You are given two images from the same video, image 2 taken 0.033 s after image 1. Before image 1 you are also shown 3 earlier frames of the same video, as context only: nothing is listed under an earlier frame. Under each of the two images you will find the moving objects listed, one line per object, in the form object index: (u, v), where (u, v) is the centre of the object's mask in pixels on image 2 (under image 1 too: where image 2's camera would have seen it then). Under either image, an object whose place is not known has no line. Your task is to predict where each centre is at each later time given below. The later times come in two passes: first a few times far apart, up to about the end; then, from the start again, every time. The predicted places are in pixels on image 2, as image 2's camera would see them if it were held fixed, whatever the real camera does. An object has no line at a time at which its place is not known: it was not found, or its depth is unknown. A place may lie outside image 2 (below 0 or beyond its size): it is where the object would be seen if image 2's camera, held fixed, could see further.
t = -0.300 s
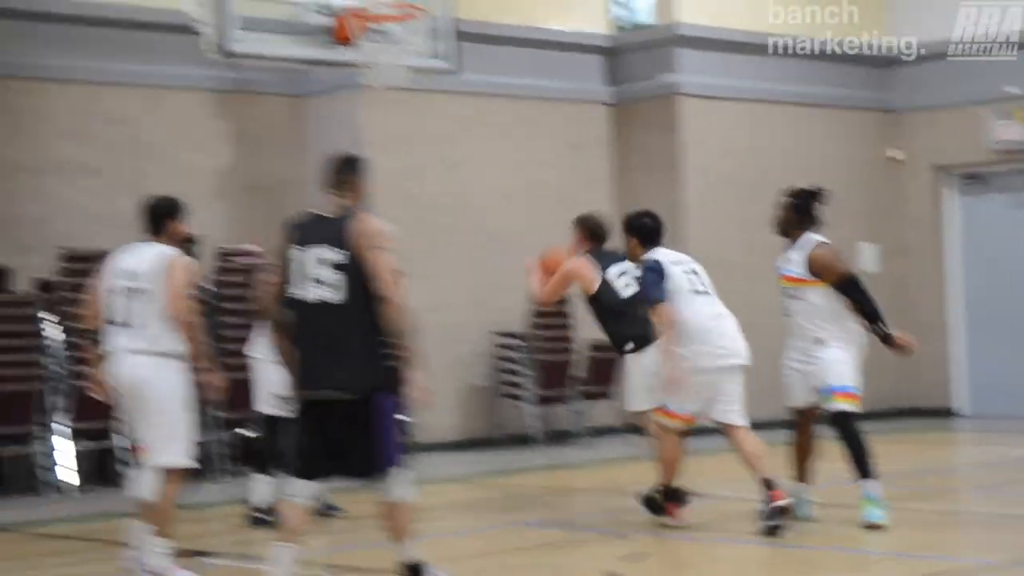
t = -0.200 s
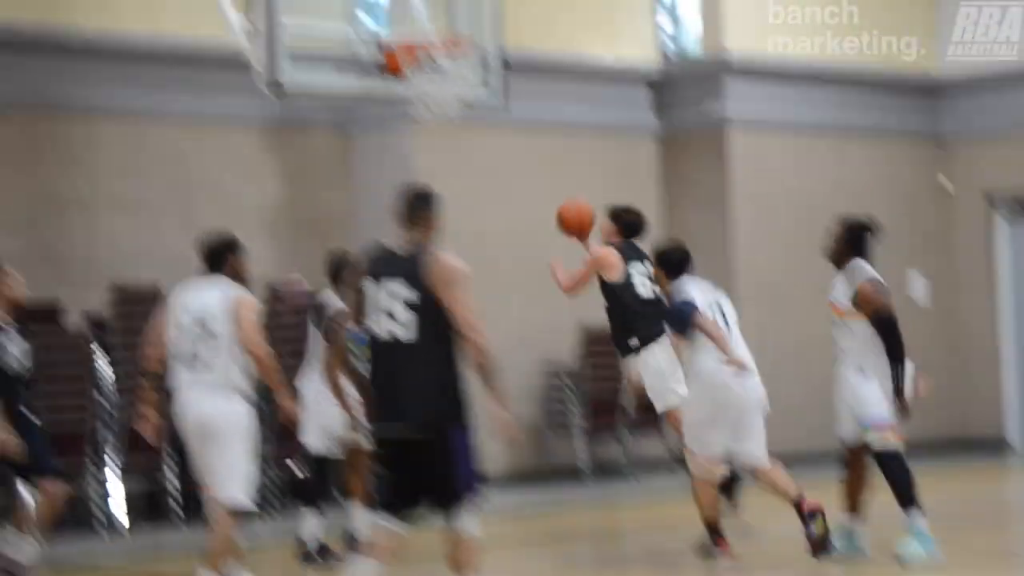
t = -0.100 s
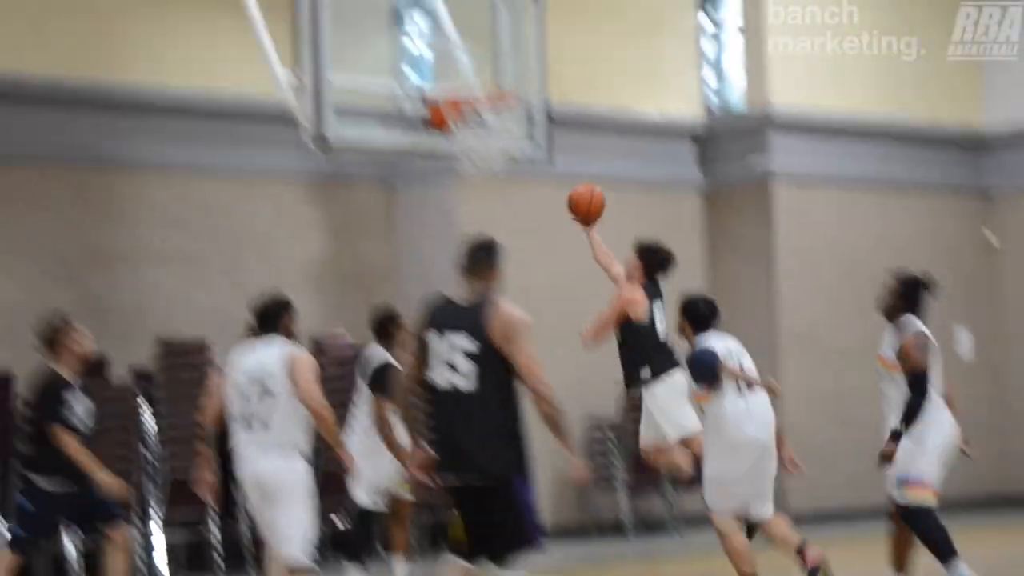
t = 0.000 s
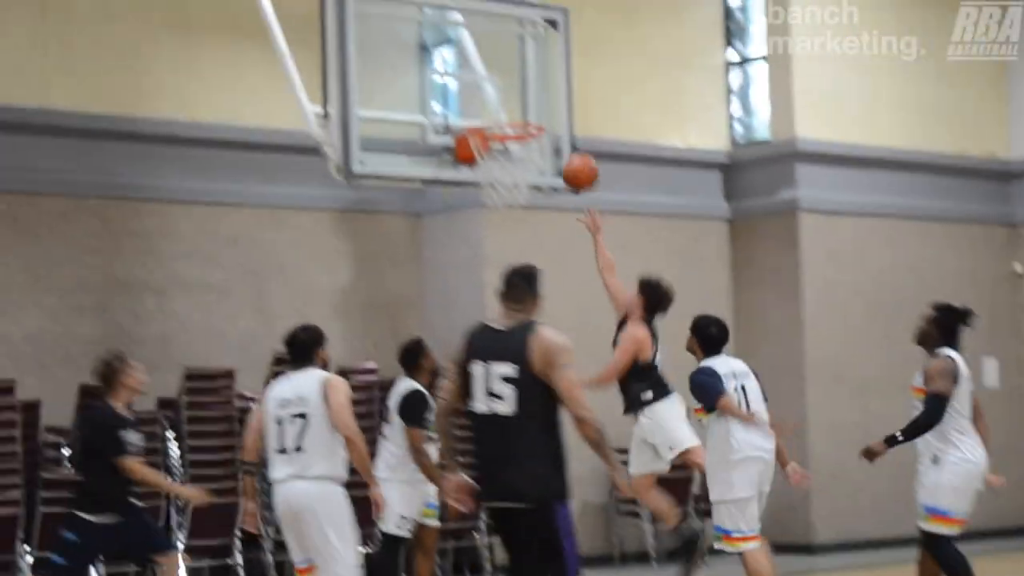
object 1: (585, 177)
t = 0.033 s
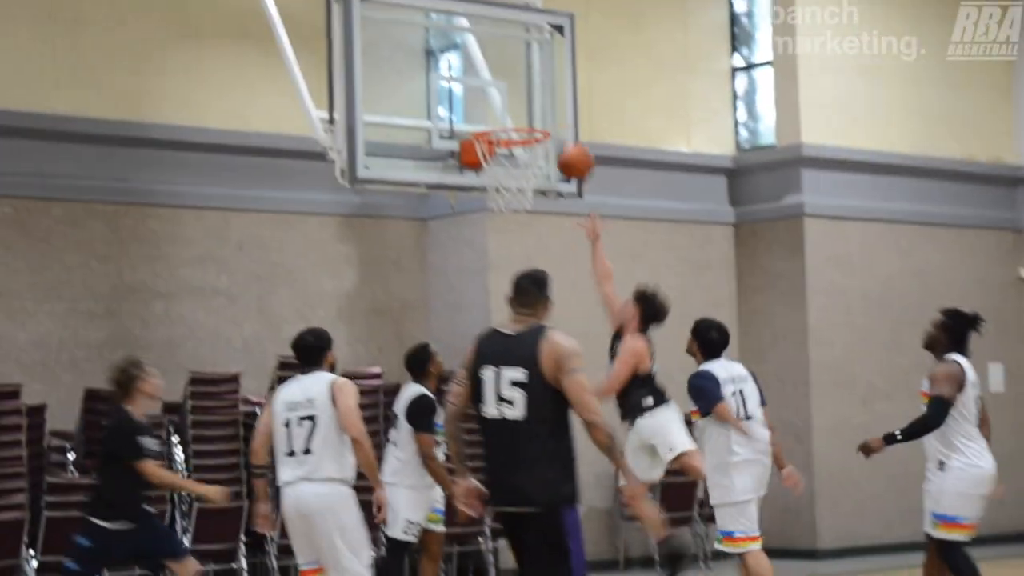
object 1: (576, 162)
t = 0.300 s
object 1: (542, 91)
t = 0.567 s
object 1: (553, 112)
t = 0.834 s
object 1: (561, 115)
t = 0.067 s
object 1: (566, 147)
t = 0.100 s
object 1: (558, 133)
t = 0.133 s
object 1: (547, 120)
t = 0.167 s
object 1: (538, 112)
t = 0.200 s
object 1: (538, 105)
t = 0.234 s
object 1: (539, 99)
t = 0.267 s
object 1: (540, 94)
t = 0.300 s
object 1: (542, 91)
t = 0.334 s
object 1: (543, 90)
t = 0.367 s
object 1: (545, 90)
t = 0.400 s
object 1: (546, 92)
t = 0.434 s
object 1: (547, 95)
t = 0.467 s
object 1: (549, 100)
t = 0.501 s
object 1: (551, 108)
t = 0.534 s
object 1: (552, 114)
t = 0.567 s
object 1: (553, 112)
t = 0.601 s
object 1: (553, 109)
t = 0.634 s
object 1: (554, 109)
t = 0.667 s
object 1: (554, 110)
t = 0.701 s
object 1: (555, 113)
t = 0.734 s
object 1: (556, 114)
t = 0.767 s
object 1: (558, 113)
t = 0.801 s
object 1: (559, 114)
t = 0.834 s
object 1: (561, 115)
